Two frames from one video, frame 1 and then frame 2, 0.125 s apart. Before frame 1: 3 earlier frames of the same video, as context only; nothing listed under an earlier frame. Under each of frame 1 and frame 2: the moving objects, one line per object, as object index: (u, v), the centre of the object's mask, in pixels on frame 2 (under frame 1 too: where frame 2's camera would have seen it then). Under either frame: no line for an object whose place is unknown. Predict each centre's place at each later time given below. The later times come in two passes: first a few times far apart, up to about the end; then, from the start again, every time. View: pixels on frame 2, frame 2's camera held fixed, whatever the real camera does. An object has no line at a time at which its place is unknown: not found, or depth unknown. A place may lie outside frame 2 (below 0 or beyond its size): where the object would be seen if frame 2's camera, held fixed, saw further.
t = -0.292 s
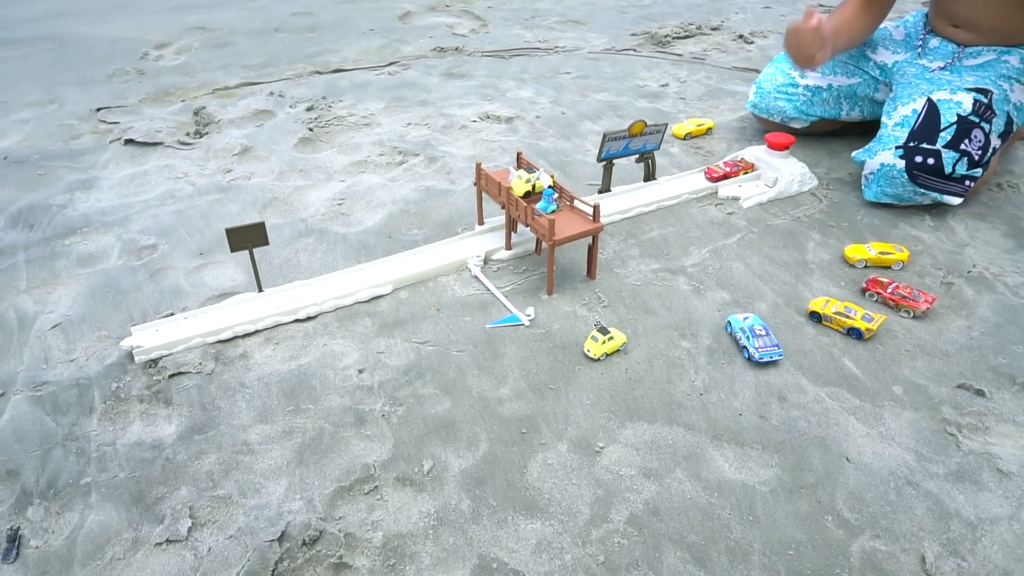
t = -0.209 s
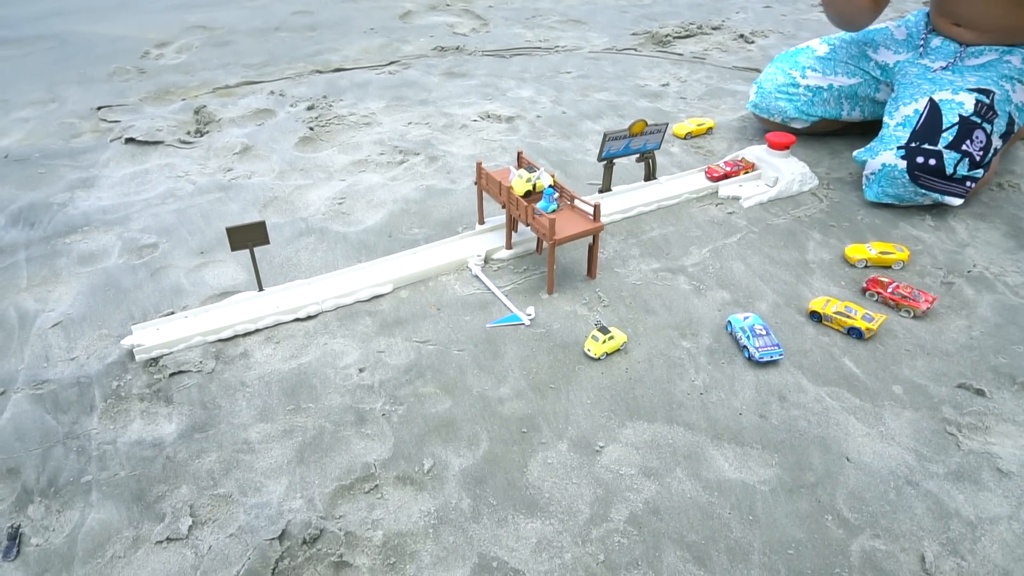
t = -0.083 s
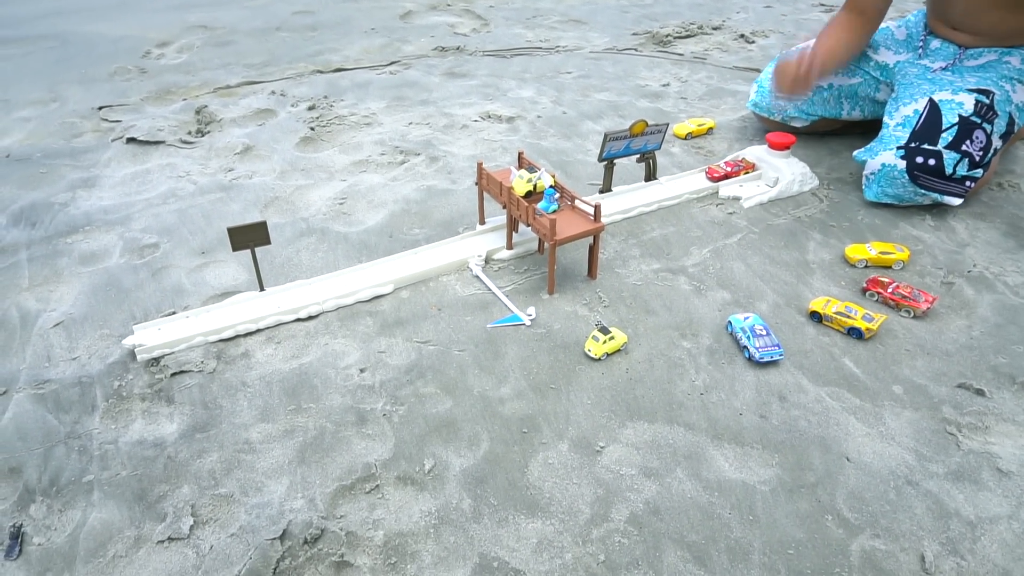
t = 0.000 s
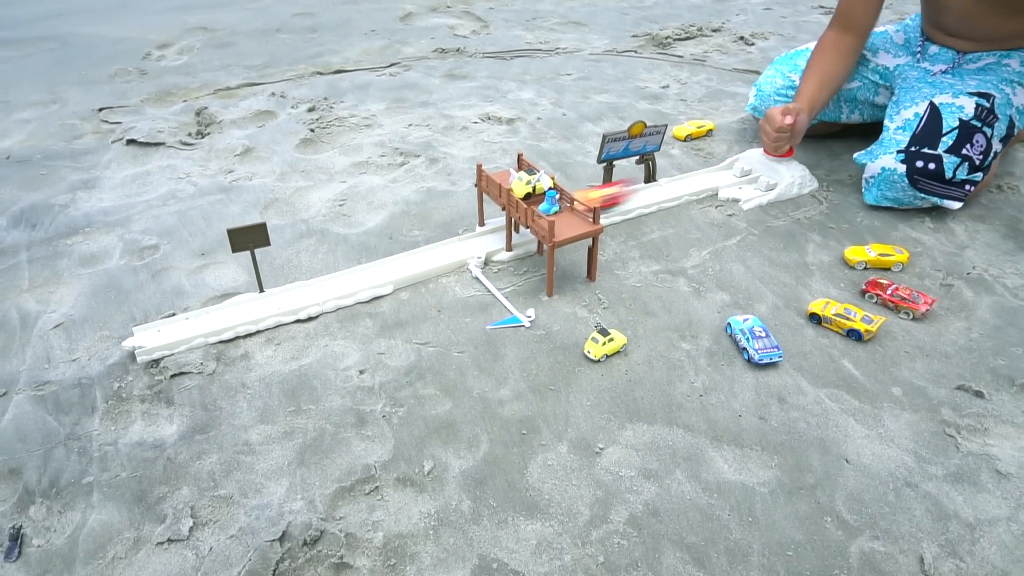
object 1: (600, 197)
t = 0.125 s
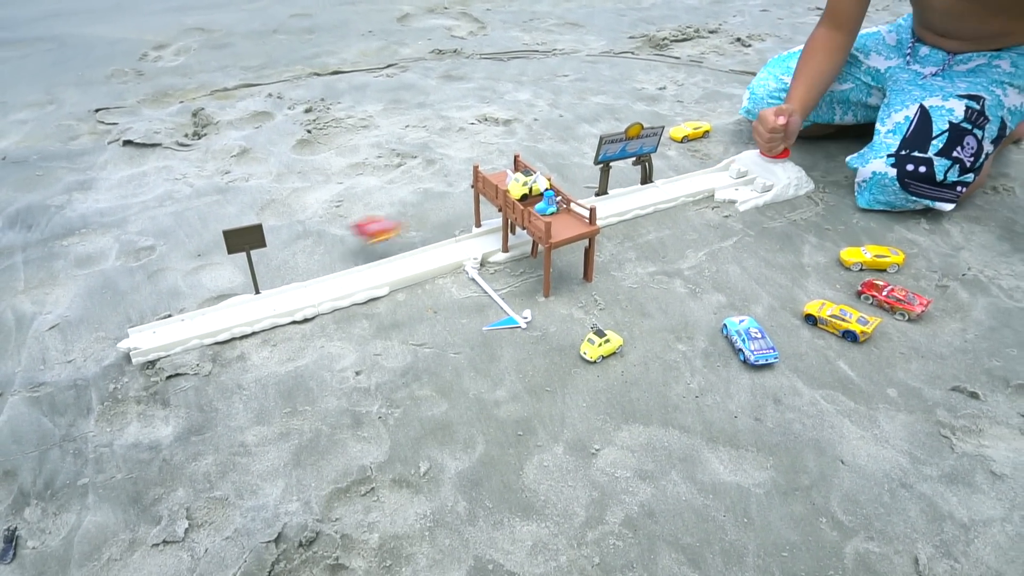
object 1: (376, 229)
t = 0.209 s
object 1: (241, 265)
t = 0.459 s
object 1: (94, 303)
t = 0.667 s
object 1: (75, 325)
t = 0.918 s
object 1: (74, 325)
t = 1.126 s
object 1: (74, 325)
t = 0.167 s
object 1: (305, 245)
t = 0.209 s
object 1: (241, 265)
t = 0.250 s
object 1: (186, 271)
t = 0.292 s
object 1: (162, 271)
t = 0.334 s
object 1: (139, 279)
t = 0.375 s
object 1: (122, 289)
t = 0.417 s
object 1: (108, 297)
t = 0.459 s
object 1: (94, 303)
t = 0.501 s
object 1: (85, 314)
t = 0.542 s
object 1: (79, 319)
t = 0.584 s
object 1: (76, 322)
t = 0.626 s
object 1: (75, 324)
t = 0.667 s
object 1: (75, 325)
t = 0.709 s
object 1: (74, 325)
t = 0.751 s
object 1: (74, 325)
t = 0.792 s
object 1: (74, 325)
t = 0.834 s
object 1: (74, 325)
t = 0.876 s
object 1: (74, 325)
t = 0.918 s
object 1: (74, 325)
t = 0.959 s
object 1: (74, 325)
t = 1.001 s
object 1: (74, 325)
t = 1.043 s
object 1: (74, 325)
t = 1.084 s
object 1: (74, 325)
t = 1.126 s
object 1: (74, 325)
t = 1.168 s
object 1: (74, 325)
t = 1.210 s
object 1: (74, 325)
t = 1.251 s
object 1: (74, 325)
